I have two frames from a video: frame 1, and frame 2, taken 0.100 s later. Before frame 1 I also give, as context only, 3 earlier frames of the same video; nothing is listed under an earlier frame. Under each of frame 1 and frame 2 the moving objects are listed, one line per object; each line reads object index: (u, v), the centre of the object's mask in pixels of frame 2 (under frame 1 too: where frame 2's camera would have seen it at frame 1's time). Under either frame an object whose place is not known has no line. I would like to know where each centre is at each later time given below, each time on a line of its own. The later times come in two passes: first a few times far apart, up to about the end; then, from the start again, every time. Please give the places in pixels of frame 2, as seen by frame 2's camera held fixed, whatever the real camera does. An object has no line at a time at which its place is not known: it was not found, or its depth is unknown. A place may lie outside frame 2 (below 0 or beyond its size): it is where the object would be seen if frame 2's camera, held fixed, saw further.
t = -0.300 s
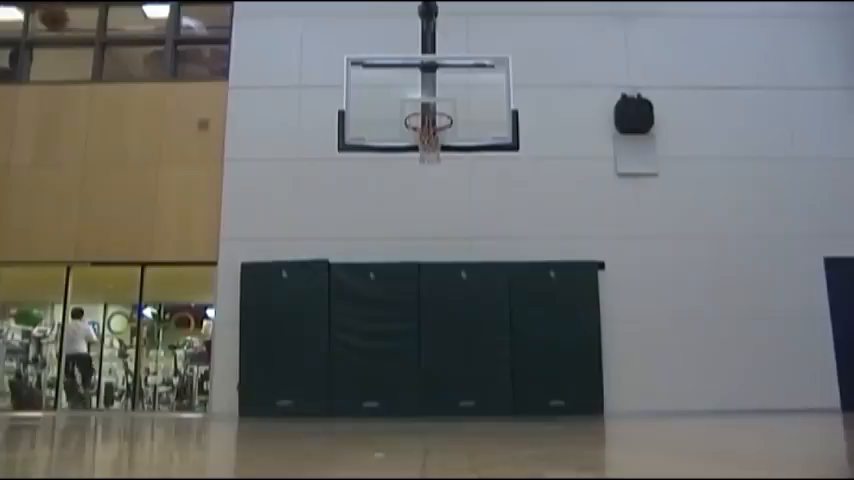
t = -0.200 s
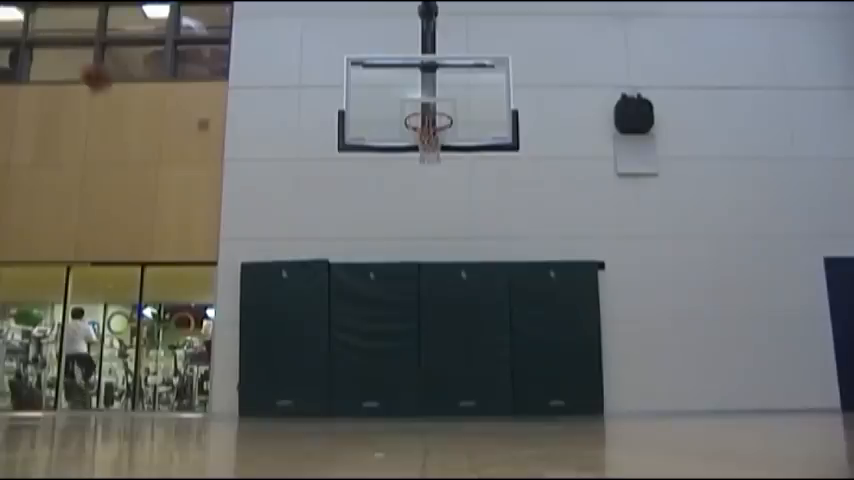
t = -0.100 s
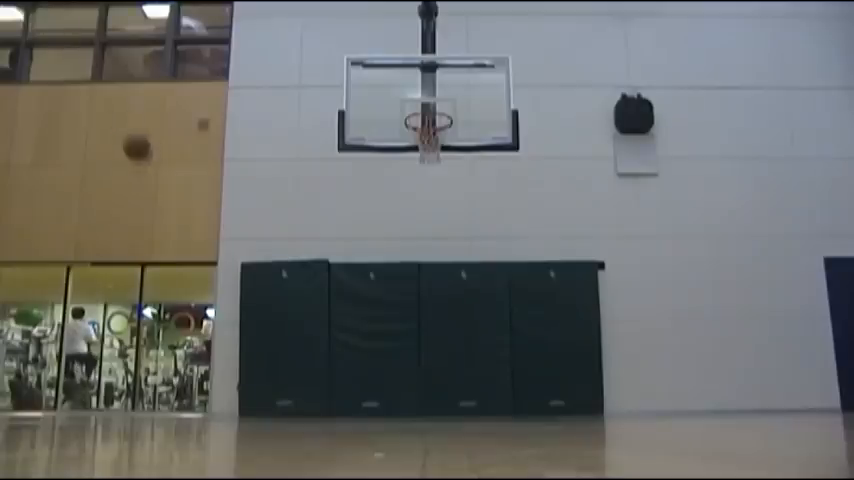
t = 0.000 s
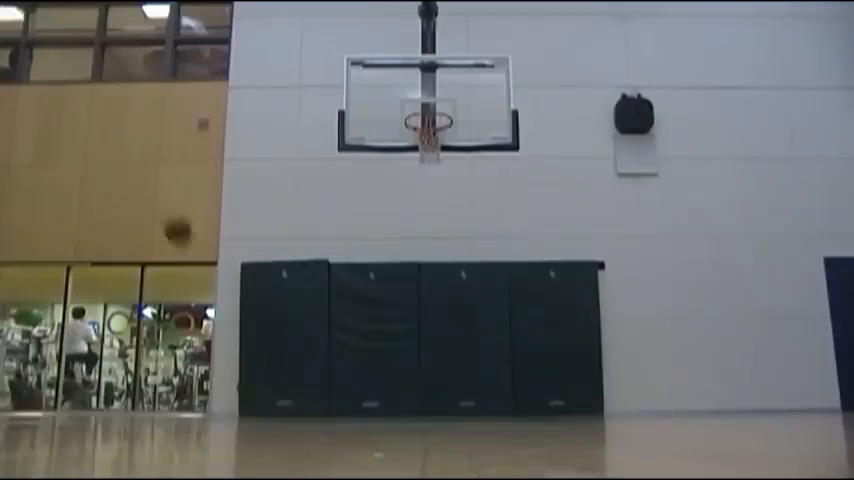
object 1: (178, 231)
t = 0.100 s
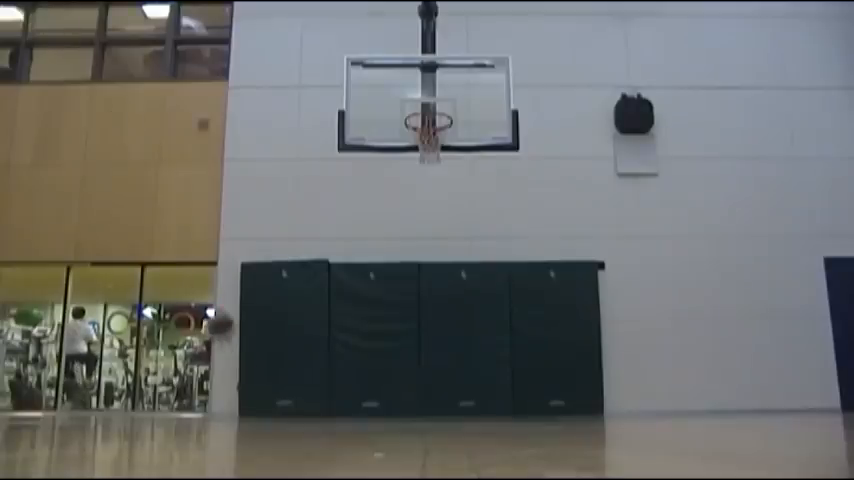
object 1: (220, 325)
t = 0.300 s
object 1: (274, 314)
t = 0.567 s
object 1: (316, 191)
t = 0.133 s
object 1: (233, 358)
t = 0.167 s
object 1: (251, 390)
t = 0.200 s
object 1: (255, 388)
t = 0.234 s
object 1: (263, 360)
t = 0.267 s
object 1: (268, 336)
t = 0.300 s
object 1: (274, 314)
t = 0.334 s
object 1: (280, 292)
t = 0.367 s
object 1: (286, 276)
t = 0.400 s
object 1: (291, 257)
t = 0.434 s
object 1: (296, 243)
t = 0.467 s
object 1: (301, 229)
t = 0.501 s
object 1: (306, 215)
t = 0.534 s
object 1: (311, 202)
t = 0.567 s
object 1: (316, 191)
